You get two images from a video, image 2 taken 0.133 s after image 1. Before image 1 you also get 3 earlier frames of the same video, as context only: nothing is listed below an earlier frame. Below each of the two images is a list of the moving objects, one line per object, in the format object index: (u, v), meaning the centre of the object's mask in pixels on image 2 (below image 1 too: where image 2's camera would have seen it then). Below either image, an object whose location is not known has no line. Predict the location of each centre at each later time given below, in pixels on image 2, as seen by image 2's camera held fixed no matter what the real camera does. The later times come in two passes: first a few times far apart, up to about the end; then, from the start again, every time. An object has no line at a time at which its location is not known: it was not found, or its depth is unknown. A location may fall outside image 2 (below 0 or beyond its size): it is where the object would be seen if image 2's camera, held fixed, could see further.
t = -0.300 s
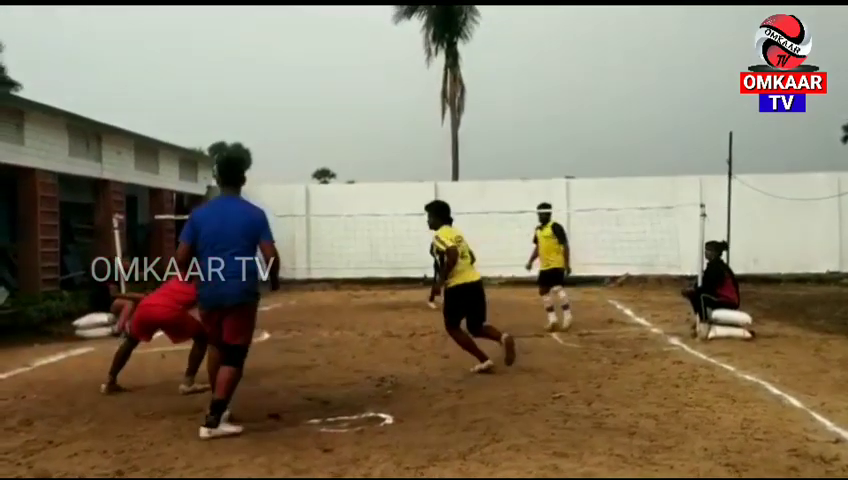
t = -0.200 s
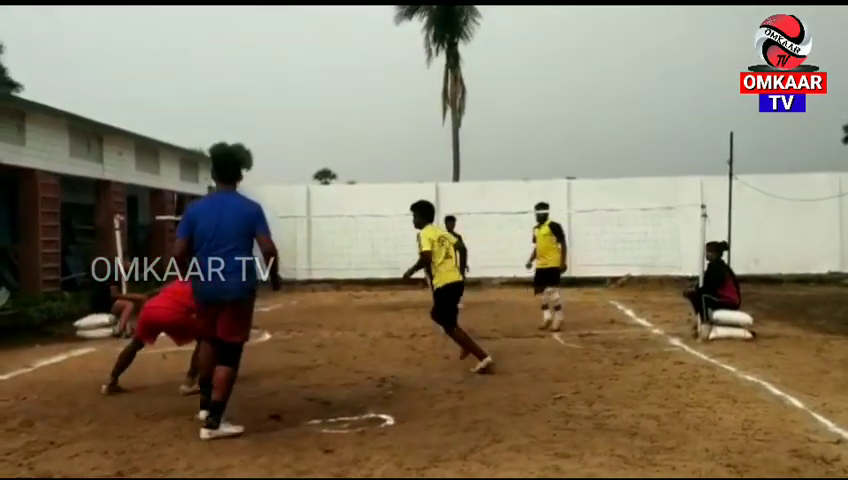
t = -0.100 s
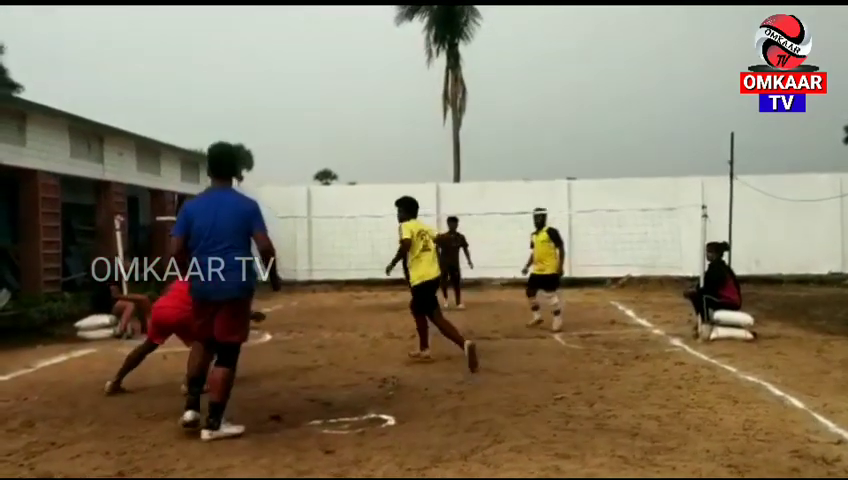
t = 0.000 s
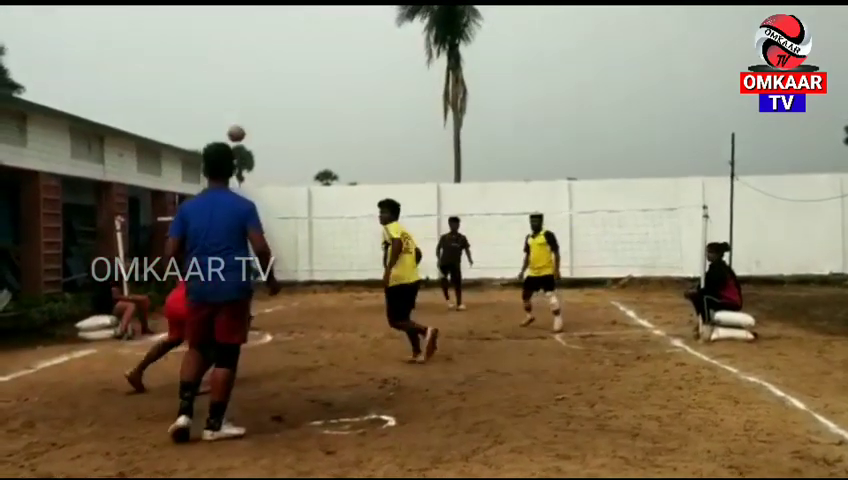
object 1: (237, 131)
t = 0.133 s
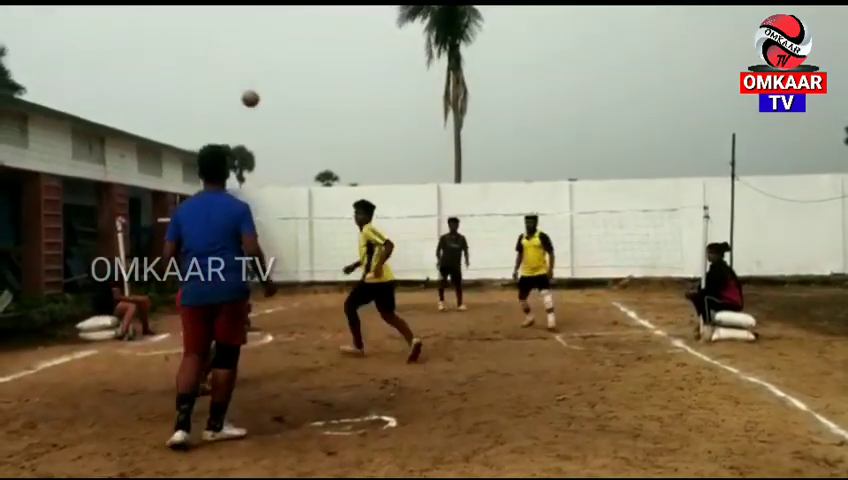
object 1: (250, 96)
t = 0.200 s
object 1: (257, 85)
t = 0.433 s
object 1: (284, 92)
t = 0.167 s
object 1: (254, 90)
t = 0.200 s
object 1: (257, 85)
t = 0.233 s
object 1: (261, 82)
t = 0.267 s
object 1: (264, 80)
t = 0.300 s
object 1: (268, 80)
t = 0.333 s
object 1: (272, 81)
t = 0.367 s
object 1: (276, 83)
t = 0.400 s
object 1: (280, 87)
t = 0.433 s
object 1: (284, 92)
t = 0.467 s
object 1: (288, 102)
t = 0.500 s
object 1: (292, 110)
